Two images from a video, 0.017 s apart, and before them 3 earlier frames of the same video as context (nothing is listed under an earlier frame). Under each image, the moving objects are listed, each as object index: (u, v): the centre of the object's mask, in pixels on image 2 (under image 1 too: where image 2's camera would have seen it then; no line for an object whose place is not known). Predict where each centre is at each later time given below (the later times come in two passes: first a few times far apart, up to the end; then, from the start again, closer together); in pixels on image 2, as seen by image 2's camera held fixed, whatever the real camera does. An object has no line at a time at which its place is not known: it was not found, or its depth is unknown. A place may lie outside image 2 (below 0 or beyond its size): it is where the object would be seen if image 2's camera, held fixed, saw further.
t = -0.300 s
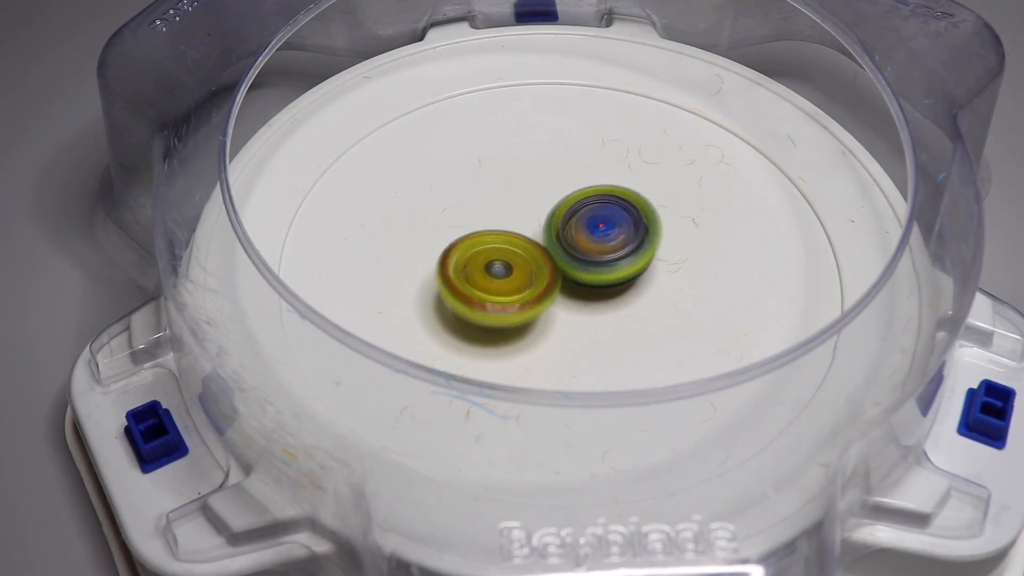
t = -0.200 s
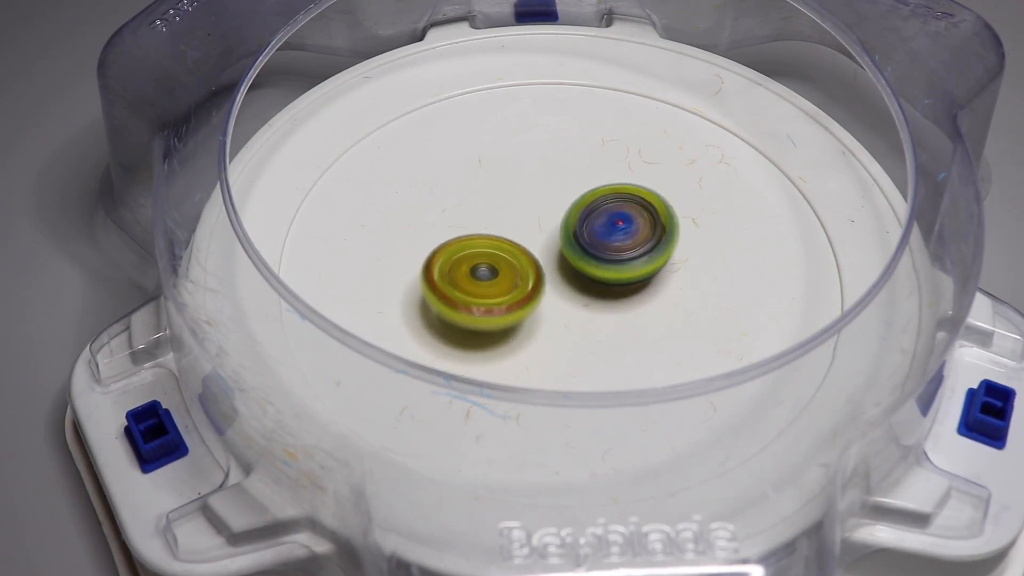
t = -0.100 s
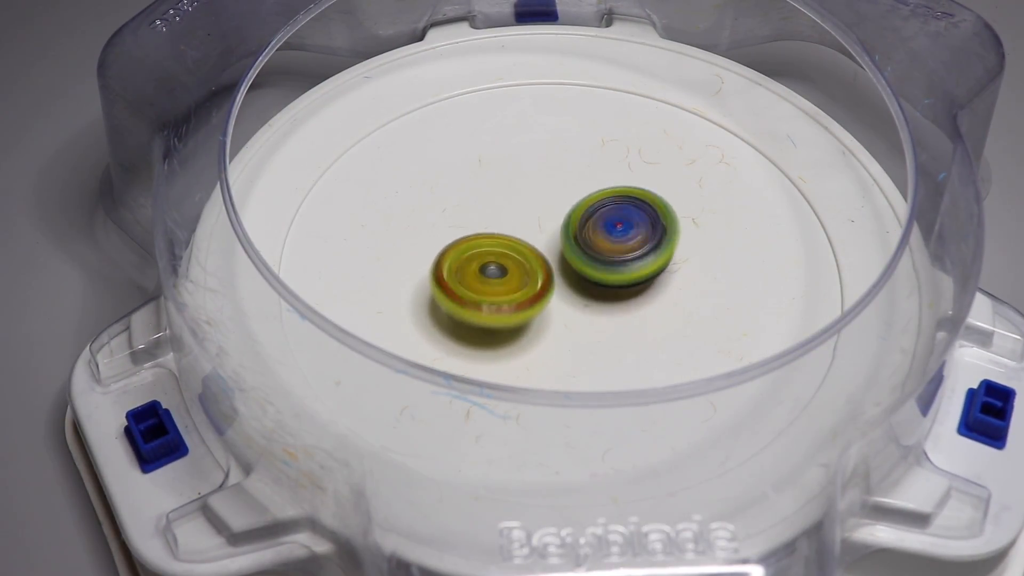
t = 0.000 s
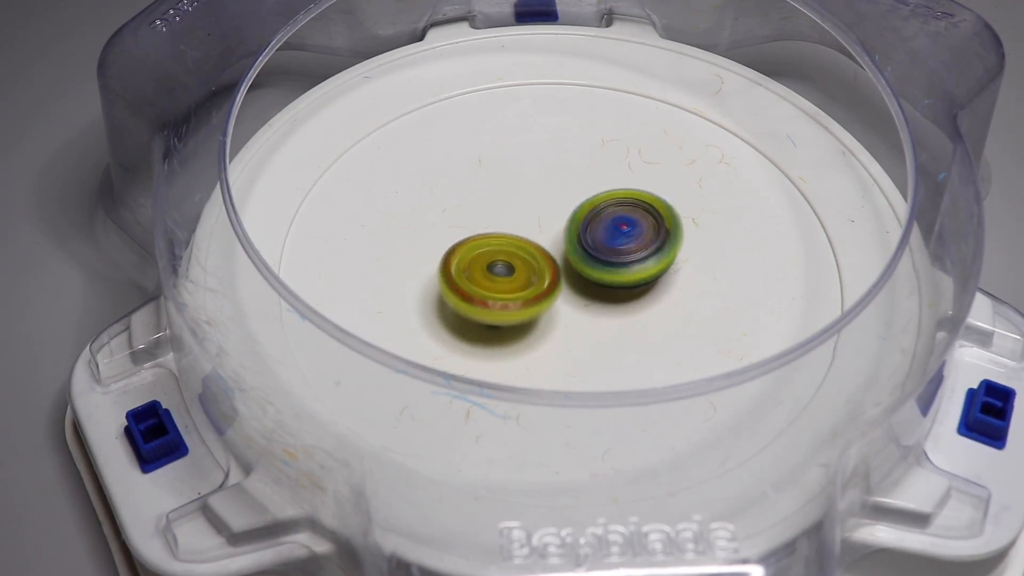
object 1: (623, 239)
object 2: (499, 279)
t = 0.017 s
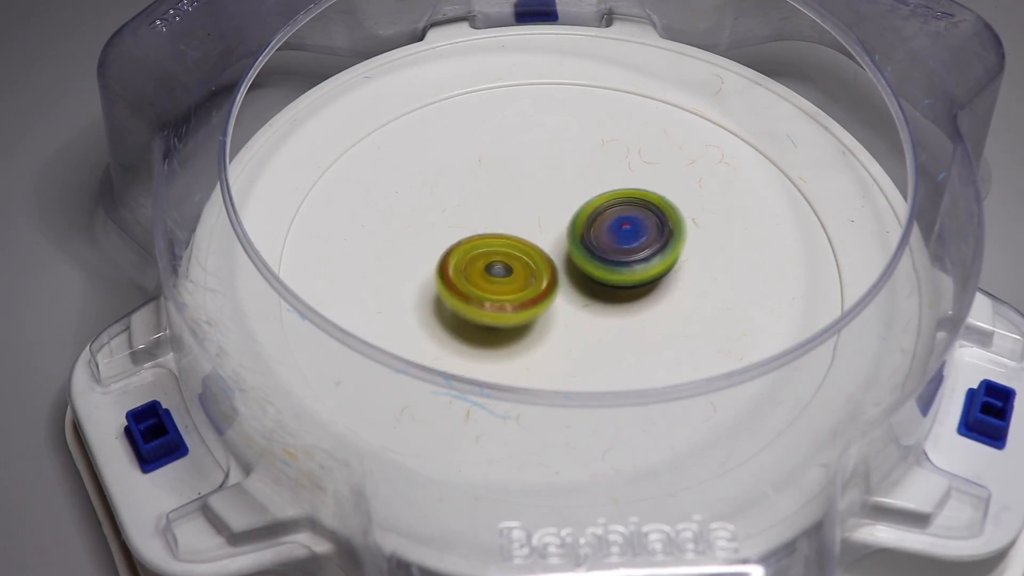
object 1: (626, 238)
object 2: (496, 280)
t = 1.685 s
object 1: (591, 303)
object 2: (554, 200)
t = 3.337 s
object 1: (505, 254)
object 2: (642, 251)
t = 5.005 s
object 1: (603, 248)
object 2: (495, 204)
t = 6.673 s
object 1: (564, 208)
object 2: (472, 269)
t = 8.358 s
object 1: (510, 303)
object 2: (514, 202)
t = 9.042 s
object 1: (508, 250)
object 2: (675, 268)
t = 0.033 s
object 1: (629, 238)
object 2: (495, 281)
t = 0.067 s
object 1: (632, 238)
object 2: (495, 281)
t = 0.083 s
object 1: (633, 238)
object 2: (495, 281)
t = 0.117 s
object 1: (633, 239)
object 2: (498, 281)
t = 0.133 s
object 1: (633, 239)
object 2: (500, 282)
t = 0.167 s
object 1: (631, 240)
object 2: (506, 282)
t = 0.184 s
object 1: (629, 241)
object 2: (510, 281)
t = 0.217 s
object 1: (625, 243)
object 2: (516, 280)
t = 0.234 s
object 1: (627, 243)
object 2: (514, 281)
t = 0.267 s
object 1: (634, 241)
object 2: (508, 281)
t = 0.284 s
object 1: (636, 241)
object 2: (505, 281)
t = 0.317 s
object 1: (638, 240)
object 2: (502, 280)
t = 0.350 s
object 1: (637, 242)
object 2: (501, 277)
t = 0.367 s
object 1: (636, 243)
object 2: (500, 276)
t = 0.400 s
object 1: (632, 244)
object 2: (500, 273)
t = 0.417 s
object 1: (630, 245)
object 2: (502, 272)
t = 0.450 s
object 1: (625, 247)
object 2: (503, 268)
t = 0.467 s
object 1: (622, 248)
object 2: (503, 267)
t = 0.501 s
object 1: (627, 249)
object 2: (493, 263)
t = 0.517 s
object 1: (629, 250)
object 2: (487, 262)
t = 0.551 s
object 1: (631, 252)
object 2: (479, 261)
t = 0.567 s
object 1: (631, 253)
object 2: (477, 260)
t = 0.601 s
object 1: (629, 254)
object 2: (473, 258)
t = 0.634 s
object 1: (626, 256)
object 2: (473, 258)
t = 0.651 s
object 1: (624, 257)
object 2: (475, 257)
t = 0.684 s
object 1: (620, 258)
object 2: (477, 257)
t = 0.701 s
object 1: (617, 259)
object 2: (481, 257)
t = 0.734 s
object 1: (611, 261)
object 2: (487, 257)
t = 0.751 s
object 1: (615, 261)
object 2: (484, 256)
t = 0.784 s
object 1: (622, 263)
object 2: (477, 253)
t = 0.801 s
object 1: (624, 264)
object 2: (476, 253)
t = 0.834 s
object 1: (625, 265)
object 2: (476, 249)
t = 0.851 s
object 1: (625, 266)
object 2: (476, 248)
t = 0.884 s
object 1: (623, 268)
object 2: (480, 246)
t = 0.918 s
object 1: (620, 268)
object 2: (484, 243)
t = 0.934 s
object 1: (618, 268)
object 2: (486, 243)
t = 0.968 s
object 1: (614, 269)
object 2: (492, 241)
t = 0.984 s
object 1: (613, 270)
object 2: (493, 239)
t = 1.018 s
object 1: (615, 272)
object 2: (493, 235)
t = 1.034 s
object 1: (615, 272)
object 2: (493, 233)
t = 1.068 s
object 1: (614, 275)
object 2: (495, 230)
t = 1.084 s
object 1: (613, 275)
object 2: (497, 229)
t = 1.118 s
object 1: (611, 276)
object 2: (501, 226)
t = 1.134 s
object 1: (611, 277)
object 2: (502, 225)
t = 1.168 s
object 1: (610, 279)
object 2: (505, 222)
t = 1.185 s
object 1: (610, 280)
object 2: (505, 220)
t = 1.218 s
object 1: (611, 282)
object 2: (507, 217)
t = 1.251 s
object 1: (609, 282)
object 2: (510, 215)
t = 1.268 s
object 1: (608, 283)
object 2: (512, 215)
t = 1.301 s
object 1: (606, 283)
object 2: (516, 214)
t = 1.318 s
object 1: (607, 285)
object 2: (517, 212)
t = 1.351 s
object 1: (606, 287)
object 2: (519, 209)
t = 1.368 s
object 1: (606, 288)
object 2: (521, 208)
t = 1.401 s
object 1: (604, 288)
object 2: (524, 208)
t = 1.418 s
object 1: (603, 289)
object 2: (526, 208)
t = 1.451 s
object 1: (600, 289)
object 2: (529, 208)
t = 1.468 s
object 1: (601, 292)
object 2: (530, 205)
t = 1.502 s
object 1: (602, 299)
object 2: (532, 198)
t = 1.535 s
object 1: (601, 302)
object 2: (535, 195)
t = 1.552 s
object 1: (600, 303)
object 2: (537, 194)
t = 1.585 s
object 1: (598, 304)
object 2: (540, 194)
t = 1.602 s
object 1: (597, 304)
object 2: (543, 195)
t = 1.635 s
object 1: (594, 304)
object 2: (547, 196)
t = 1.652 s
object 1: (593, 304)
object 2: (550, 197)
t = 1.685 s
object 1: (591, 303)
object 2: (554, 200)
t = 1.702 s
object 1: (590, 302)
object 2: (556, 202)
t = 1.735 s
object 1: (587, 300)
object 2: (561, 204)
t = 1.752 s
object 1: (586, 301)
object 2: (563, 206)
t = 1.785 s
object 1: (583, 303)
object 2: (568, 206)
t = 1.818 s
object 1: (580, 305)
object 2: (571, 207)
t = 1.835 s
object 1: (578, 306)
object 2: (573, 207)
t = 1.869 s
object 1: (575, 305)
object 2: (574, 209)
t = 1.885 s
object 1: (573, 305)
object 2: (576, 210)
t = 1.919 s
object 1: (567, 311)
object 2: (578, 209)
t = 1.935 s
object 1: (565, 313)
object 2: (580, 207)
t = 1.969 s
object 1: (561, 317)
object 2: (582, 206)
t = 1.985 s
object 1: (559, 318)
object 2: (584, 205)
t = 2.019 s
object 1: (556, 318)
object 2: (584, 206)
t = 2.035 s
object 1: (555, 317)
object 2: (585, 206)
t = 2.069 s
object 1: (553, 315)
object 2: (584, 208)
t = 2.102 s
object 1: (552, 314)
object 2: (585, 211)
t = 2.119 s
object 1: (551, 313)
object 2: (583, 212)
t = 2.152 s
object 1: (550, 311)
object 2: (584, 215)
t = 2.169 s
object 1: (549, 309)
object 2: (582, 216)
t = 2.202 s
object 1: (543, 313)
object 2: (585, 215)
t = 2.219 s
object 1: (539, 317)
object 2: (589, 212)
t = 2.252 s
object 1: (531, 321)
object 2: (593, 208)
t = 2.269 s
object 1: (528, 321)
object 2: (595, 207)
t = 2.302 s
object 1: (524, 322)
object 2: (595, 208)
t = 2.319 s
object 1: (523, 321)
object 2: (596, 210)
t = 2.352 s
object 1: (521, 320)
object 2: (594, 214)
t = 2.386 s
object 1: (521, 316)
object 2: (593, 219)
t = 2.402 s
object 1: (520, 314)
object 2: (591, 221)
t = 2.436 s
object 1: (522, 311)
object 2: (589, 227)
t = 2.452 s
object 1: (522, 309)
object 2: (588, 229)
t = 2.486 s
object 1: (517, 309)
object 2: (591, 230)
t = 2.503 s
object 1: (516, 308)
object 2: (592, 231)
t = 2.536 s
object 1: (513, 307)
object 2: (593, 232)
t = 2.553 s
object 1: (513, 306)
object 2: (593, 233)
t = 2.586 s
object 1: (510, 305)
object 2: (595, 234)
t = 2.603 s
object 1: (507, 304)
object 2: (597, 234)
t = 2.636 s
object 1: (504, 303)
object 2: (600, 234)
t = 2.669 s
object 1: (502, 300)
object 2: (602, 236)
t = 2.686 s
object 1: (503, 299)
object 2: (601, 236)
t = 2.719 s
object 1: (504, 296)
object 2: (601, 239)
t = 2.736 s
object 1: (502, 296)
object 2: (603, 238)
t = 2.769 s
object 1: (499, 293)
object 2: (608, 237)
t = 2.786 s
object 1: (498, 291)
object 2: (609, 237)
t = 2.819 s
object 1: (499, 289)
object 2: (611, 237)
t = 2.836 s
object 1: (500, 287)
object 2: (610, 238)
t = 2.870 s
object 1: (503, 285)
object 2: (610, 239)
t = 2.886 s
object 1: (503, 283)
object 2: (611, 240)
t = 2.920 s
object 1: (496, 281)
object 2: (621, 238)
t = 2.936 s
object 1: (494, 280)
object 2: (627, 237)
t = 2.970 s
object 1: (491, 277)
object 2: (632, 236)
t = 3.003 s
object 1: (492, 274)
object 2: (634, 235)
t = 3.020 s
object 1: (493, 273)
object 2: (635, 236)
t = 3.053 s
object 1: (497, 271)
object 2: (633, 236)
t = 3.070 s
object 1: (499, 270)
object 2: (633, 237)
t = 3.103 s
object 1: (504, 269)
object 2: (629, 238)
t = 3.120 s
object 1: (507, 268)
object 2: (628, 238)
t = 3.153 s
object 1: (508, 267)
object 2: (627, 240)
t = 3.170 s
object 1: (508, 266)
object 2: (630, 240)
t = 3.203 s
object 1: (507, 263)
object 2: (631, 242)
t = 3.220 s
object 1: (508, 263)
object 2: (631, 242)
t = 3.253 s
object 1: (510, 260)
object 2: (631, 244)
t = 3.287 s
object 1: (507, 258)
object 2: (636, 247)
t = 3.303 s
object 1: (505, 257)
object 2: (638, 248)
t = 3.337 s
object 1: (505, 254)
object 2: (642, 251)
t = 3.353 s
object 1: (506, 252)
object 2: (642, 252)
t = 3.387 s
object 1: (508, 251)
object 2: (641, 255)
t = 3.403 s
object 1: (510, 250)
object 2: (641, 256)
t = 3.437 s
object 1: (515, 249)
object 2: (637, 258)
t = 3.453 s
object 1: (512, 248)
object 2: (640, 262)
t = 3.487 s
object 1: (506, 241)
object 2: (652, 267)
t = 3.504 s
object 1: (505, 241)
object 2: (656, 269)
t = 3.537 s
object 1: (504, 237)
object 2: (660, 273)
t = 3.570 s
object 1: (508, 236)
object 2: (662, 275)
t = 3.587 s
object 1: (509, 235)
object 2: (663, 277)
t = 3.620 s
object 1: (514, 236)
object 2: (662, 279)
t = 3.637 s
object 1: (516, 235)
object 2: (662, 280)
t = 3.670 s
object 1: (523, 237)
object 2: (660, 283)
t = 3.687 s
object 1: (525, 237)
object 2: (658, 284)
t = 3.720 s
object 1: (531, 239)
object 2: (656, 286)
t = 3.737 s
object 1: (534, 239)
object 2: (654, 288)
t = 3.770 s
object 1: (540, 242)
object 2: (650, 289)
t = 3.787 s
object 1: (542, 242)
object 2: (649, 290)
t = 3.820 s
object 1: (544, 241)
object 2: (650, 295)
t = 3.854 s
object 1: (546, 240)
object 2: (647, 299)
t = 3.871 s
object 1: (548, 240)
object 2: (646, 300)
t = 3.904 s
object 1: (549, 239)
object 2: (644, 305)
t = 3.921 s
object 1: (548, 235)
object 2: (644, 309)
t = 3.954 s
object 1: (548, 232)
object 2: (642, 313)
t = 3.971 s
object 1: (548, 231)
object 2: (640, 315)
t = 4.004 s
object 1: (550, 231)
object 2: (635, 317)
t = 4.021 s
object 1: (551, 231)
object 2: (632, 317)
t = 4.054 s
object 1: (554, 233)
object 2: (624, 317)
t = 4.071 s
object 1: (555, 234)
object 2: (621, 316)
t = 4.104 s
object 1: (557, 234)
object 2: (614, 317)
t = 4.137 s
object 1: (555, 226)
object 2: (608, 322)
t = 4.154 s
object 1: (555, 223)
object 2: (606, 323)
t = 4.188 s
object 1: (555, 219)
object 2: (598, 324)
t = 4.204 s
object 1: (556, 217)
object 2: (595, 324)
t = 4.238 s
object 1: (557, 217)
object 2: (586, 322)
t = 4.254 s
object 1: (557, 217)
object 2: (581, 320)
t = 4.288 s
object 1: (558, 219)
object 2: (571, 316)
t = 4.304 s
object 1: (558, 220)
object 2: (567, 314)
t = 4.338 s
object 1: (560, 220)
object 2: (556, 310)
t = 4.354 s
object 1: (561, 219)
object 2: (550, 309)
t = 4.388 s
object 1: (563, 217)
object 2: (538, 308)
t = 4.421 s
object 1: (564, 217)
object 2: (528, 304)
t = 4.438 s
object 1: (565, 217)
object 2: (522, 301)
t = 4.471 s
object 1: (567, 218)
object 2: (513, 295)
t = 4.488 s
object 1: (569, 217)
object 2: (508, 295)
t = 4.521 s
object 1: (574, 215)
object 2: (498, 291)
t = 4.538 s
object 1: (575, 215)
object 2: (493, 288)
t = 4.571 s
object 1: (577, 216)
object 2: (486, 282)
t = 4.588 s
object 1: (577, 217)
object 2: (483, 279)
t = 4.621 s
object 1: (577, 218)
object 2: (479, 273)
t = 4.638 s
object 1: (578, 220)
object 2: (478, 268)
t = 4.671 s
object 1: (579, 221)
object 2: (475, 261)
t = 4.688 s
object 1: (583, 223)
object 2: (471, 258)
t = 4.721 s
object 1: (588, 224)
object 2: (466, 252)
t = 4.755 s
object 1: (592, 226)
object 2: (464, 245)
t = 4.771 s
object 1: (593, 228)
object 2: (465, 241)
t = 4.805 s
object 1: (594, 230)
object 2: (467, 235)
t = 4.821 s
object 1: (596, 232)
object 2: (467, 233)
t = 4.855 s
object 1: (595, 235)
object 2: (471, 227)
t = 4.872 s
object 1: (596, 235)
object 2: (475, 224)
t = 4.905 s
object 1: (597, 238)
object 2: (479, 218)
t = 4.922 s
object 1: (599, 240)
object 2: (480, 216)
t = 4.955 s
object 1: (601, 243)
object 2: (484, 211)
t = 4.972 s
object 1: (601, 245)
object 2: (488, 208)
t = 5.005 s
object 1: (603, 248)
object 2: (495, 204)
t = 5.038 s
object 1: (604, 252)
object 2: (501, 199)
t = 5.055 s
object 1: (605, 253)
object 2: (503, 197)
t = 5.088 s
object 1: (605, 255)
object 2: (510, 194)
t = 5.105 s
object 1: (605, 257)
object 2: (516, 192)
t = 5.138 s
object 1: (608, 263)
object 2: (523, 188)
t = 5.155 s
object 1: (609, 265)
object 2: (525, 187)
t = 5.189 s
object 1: (609, 268)
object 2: (534, 186)
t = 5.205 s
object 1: (609, 270)
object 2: (540, 185)
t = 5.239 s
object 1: (608, 273)
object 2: (549, 185)
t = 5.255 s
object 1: (608, 274)
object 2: (552, 186)
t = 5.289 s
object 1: (607, 277)
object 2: (562, 187)
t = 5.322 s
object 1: (604, 282)
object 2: (572, 188)
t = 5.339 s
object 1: (604, 283)
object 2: (578, 187)
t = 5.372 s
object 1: (602, 288)
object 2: (588, 189)
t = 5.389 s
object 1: (600, 290)
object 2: (592, 190)
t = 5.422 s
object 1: (598, 291)
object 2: (602, 194)
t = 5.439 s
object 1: (596, 292)
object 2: (607, 195)
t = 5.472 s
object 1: (593, 295)
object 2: (615, 199)
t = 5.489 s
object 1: (590, 297)
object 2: (621, 202)
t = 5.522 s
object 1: (585, 301)
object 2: (630, 205)
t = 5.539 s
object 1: (582, 302)
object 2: (633, 207)
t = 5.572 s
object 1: (577, 304)
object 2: (639, 213)
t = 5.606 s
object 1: (572, 306)
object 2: (645, 219)
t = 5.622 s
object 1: (570, 306)
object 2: (647, 222)
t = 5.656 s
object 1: (566, 306)
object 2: (651, 229)
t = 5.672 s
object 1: (563, 306)
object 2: (651, 233)
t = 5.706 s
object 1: (559, 306)
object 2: (653, 240)
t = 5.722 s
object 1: (556, 306)
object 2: (655, 245)
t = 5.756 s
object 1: (545, 306)
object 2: (658, 253)
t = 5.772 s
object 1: (540, 306)
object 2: (658, 257)
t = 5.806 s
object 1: (532, 305)
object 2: (662, 262)
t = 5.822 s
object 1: (529, 304)
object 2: (661, 265)
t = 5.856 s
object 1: (524, 302)
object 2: (660, 272)
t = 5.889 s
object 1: (519, 299)
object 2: (656, 279)
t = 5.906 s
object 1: (517, 298)
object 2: (654, 282)
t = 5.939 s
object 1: (514, 295)
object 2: (648, 289)
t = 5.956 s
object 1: (513, 293)
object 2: (643, 292)
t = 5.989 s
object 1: (511, 290)
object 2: (636, 298)
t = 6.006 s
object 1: (507, 287)
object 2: (635, 303)
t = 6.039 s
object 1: (498, 280)
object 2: (632, 311)
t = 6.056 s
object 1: (495, 276)
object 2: (629, 314)
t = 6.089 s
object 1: (491, 270)
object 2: (622, 319)
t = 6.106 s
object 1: (490, 267)
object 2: (619, 321)
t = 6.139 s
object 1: (488, 262)
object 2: (609, 324)
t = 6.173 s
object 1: (488, 258)
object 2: (599, 327)
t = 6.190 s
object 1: (489, 255)
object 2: (593, 327)
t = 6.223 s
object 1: (490, 251)
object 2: (583, 328)
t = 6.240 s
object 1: (492, 249)
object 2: (577, 328)
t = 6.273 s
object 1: (495, 245)
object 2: (565, 327)
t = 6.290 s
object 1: (496, 242)
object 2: (560, 326)
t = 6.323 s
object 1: (500, 238)
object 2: (549, 324)
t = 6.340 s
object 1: (501, 236)
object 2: (542, 322)
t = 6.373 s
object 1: (506, 231)
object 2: (532, 321)
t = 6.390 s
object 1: (509, 229)
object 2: (527, 319)
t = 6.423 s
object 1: (514, 225)
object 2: (516, 315)
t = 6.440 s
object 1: (517, 223)
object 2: (512, 313)
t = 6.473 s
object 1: (523, 221)
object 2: (504, 307)
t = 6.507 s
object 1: (529, 218)
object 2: (496, 301)
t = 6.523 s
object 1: (532, 216)
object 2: (490, 299)
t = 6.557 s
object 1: (540, 213)
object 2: (484, 294)
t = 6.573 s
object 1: (543, 213)
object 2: (481, 290)
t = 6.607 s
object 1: (550, 210)
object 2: (477, 283)
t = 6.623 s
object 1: (554, 209)
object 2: (476, 281)
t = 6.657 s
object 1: (561, 209)
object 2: (474, 273)
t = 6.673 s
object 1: (564, 208)
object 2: (472, 269)
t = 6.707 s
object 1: (570, 207)
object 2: (473, 261)
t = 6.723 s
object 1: (573, 208)
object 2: (472, 256)
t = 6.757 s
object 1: (579, 208)
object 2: (474, 248)
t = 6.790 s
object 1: (585, 209)
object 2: (476, 240)
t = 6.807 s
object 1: (589, 210)
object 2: (479, 236)
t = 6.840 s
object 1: (595, 212)
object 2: (482, 229)
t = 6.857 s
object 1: (600, 212)
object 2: (483, 226)
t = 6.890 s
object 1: (610, 214)
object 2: (486, 219)
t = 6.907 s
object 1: (615, 216)
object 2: (488, 216)
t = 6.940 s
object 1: (624, 218)
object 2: (494, 211)
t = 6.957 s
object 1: (629, 218)
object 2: (499, 207)
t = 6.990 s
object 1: (637, 220)
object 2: (505, 203)
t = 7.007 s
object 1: (640, 222)
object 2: (510, 202)
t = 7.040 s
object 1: (646, 225)
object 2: (518, 198)
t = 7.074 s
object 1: (650, 227)
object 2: (528, 194)
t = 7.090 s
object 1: (652, 227)
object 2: (532, 194)
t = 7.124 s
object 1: (654, 230)
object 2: (542, 192)
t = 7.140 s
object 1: (654, 232)
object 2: (547, 191)
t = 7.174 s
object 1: (664, 237)
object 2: (546, 184)
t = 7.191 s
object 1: (671, 242)
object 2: (543, 180)
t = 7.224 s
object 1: (681, 249)
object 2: (537, 177)
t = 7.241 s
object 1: (685, 254)
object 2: (535, 175)
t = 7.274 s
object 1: (692, 259)
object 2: (534, 176)
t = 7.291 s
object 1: (692, 261)
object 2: (535, 176)
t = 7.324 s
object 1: (695, 266)
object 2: (537, 178)
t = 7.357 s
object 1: (694, 271)
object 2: (538, 181)
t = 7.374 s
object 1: (693, 272)
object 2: (540, 182)
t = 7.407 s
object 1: (688, 274)
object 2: (542, 185)
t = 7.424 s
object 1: (684, 276)
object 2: (542, 188)
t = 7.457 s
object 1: (677, 278)
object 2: (545, 192)
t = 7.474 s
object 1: (673, 278)
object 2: (545, 193)
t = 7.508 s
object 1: (663, 280)
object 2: (547, 198)
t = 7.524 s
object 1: (659, 279)
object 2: (548, 200)
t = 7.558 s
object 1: (648, 281)
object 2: (550, 205)
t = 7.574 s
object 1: (643, 282)
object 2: (552, 209)
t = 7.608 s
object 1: (634, 284)
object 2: (552, 212)
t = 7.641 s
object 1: (633, 292)
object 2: (546, 210)
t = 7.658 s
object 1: (632, 295)
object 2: (543, 210)
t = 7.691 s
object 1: (629, 301)
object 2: (540, 210)
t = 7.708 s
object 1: (628, 303)
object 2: (538, 212)
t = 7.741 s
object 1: (625, 306)
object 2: (536, 215)
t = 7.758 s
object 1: (623, 307)
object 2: (533, 216)
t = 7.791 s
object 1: (618, 305)
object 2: (530, 219)
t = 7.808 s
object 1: (615, 309)
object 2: (530, 220)
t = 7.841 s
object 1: (609, 309)
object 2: (526, 223)
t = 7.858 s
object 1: (606, 309)
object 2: (526, 225)
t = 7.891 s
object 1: (600, 309)
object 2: (522, 226)
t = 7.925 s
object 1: (594, 307)
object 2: (519, 229)
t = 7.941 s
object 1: (590, 308)
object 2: (518, 230)
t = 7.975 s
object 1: (583, 305)
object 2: (515, 232)
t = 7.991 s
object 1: (580, 304)
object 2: (513, 233)
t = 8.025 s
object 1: (575, 304)
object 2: (511, 233)
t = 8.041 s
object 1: (573, 307)
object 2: (507, 230)
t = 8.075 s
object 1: (570, 312)
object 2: (503, 225)
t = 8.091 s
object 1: (568, 314)
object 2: (501, 223)
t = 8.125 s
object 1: (564, 316)
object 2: (499, 222)
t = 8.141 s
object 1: (563, 315)
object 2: (500, 220)
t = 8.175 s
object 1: (558, 315)
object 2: (497, 220)
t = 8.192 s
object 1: (555, 314)
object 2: (497, 221)
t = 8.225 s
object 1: (552, 311)
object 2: (497, 219)
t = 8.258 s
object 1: (547, 308)
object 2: (495, 218)
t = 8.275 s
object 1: (544, 307)
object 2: (497, 218)
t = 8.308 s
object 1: (532, 308)
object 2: (503, 212)
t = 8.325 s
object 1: (525, 309)
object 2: (508, 210)
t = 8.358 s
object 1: (510, 303)
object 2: (514, 202)
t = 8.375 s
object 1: (504, 306)
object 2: (518, 198)
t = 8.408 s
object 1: (491, 306)
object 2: (523, 192)
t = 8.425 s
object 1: (484, 305)
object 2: (526, 190)
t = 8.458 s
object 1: (472, 305)
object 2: (531, 185)
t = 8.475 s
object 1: (467, 301)
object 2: (533, 184)
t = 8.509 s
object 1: (459, 301)
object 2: (538, 180)
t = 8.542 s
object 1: (453, 295)
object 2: (543, 179)
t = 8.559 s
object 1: (451, 295)
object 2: (546, 179)
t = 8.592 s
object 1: (449, 289)
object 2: (550, 178)
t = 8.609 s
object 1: (450, 288)
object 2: (553, 179)
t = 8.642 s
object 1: (452, 284)
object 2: (558, 180)
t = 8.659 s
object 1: (455, 284)
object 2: (561, 182)
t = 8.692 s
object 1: (460, 280)
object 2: (566, 185)
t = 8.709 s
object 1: (464, 278)
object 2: (569, 187)
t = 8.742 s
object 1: (470, 274)
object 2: (575, 191)
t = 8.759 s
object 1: (474, 273)
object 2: (578, 194)
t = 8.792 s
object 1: (482, 270)
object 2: (583, 199)
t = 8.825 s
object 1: (491, 268)
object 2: (588, 207)
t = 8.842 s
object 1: (496, 267)
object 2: (592, 210)
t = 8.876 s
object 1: (504, 265)
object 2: (600, 218)
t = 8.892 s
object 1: (504, 264)
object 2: (608, 223)
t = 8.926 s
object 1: (501, 260)
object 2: (625, 232)
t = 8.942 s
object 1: (500, 260)
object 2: (634, 237)
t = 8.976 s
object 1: (502, 256)
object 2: (649, 247)
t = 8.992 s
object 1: (502, 255)
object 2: (656, 253)
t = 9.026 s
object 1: (506, 252)
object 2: (669, 263)
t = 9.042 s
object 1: (508, 250)
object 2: (675, 268)
